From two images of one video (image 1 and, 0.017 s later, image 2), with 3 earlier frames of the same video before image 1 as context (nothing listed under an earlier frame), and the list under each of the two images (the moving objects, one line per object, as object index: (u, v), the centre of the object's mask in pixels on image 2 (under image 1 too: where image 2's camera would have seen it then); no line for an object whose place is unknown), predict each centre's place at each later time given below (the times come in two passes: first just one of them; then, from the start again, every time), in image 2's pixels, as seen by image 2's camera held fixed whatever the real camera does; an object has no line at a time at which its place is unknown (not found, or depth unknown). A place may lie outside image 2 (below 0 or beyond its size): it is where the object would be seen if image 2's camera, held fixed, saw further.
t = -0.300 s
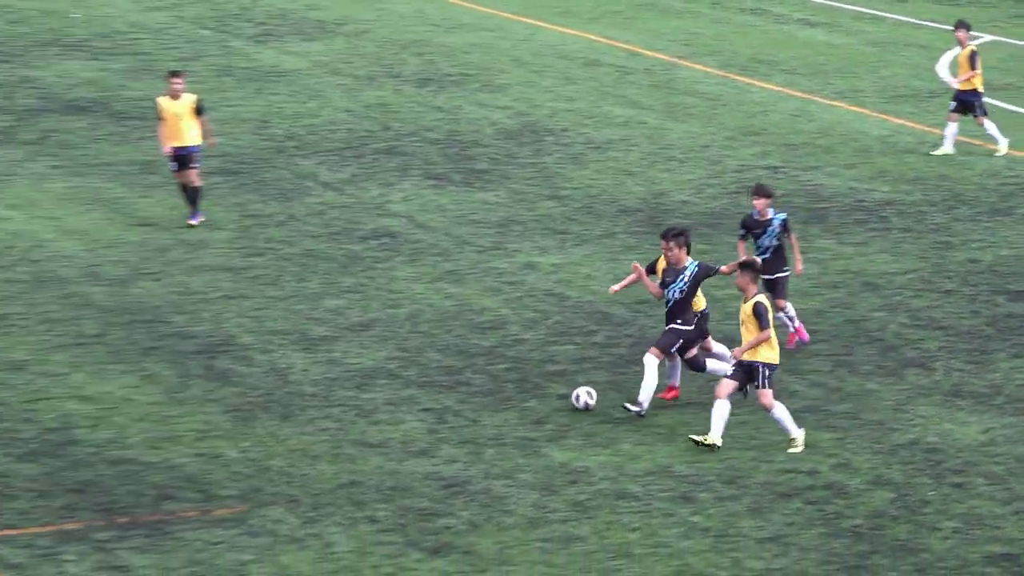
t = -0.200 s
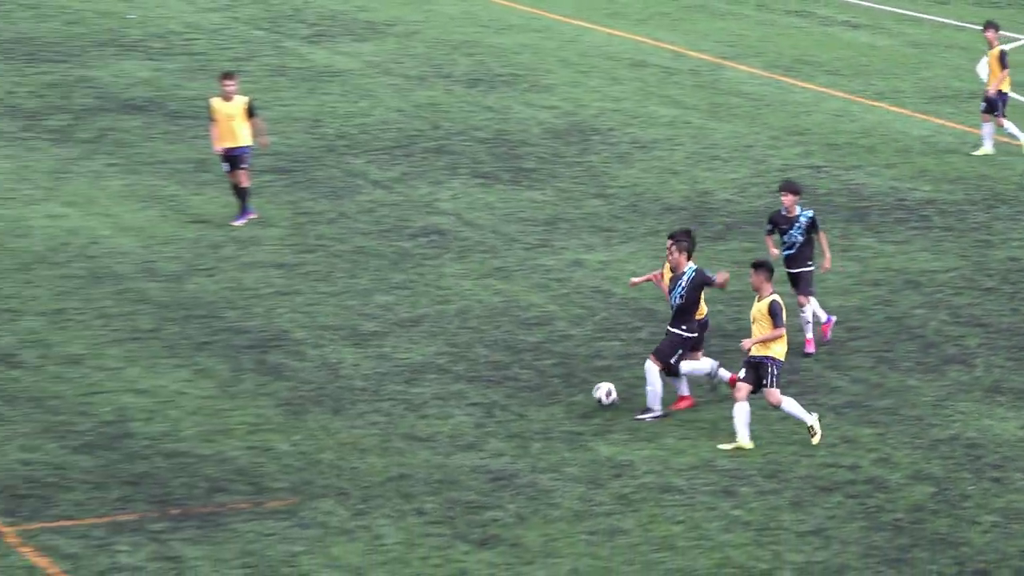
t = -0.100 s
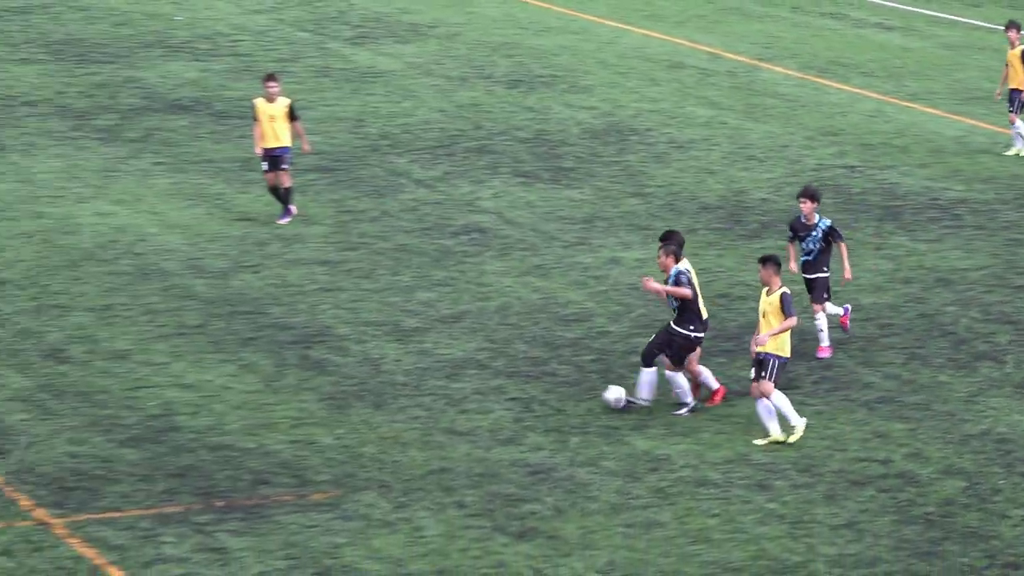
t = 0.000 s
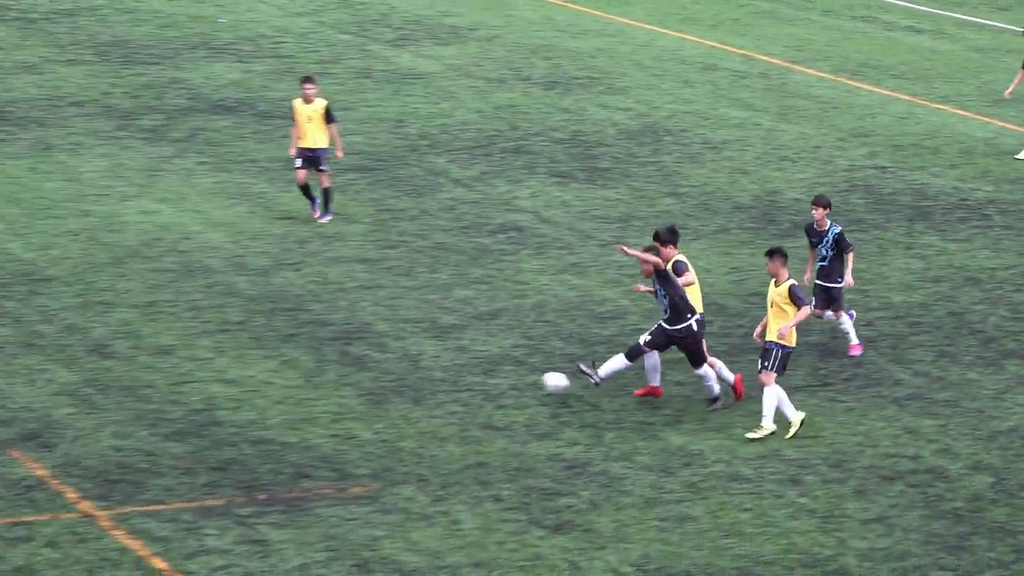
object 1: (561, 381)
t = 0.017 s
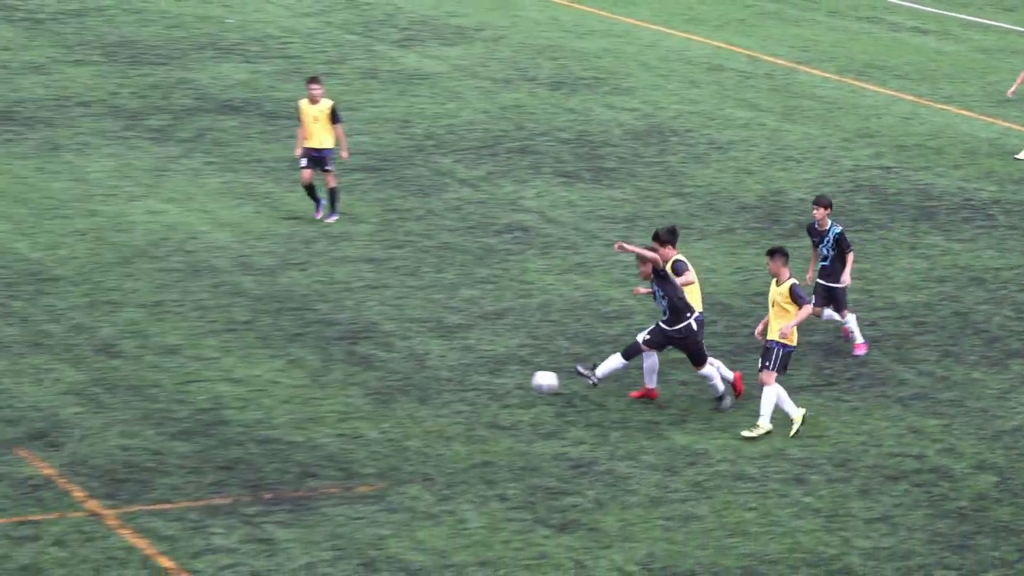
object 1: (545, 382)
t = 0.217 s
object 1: (368, 381)
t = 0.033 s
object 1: (530, 381)
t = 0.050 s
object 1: (513, 381)
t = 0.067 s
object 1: (498, 381)
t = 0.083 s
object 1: (482, 382)
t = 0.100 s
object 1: (467, 383)
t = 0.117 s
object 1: (452, 385)
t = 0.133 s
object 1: (436, 387)
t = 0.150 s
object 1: (421, 389)
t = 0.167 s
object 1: (407, 389)
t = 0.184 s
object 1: (394, 386)
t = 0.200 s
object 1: (380, 383)
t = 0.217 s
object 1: (368, 381)
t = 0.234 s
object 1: (355, 378)
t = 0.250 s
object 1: (342, 377)
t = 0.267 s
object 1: (329, 376)
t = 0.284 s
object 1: (317, 376)
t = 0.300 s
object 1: (303, 375)
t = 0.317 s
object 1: (291, 374)
